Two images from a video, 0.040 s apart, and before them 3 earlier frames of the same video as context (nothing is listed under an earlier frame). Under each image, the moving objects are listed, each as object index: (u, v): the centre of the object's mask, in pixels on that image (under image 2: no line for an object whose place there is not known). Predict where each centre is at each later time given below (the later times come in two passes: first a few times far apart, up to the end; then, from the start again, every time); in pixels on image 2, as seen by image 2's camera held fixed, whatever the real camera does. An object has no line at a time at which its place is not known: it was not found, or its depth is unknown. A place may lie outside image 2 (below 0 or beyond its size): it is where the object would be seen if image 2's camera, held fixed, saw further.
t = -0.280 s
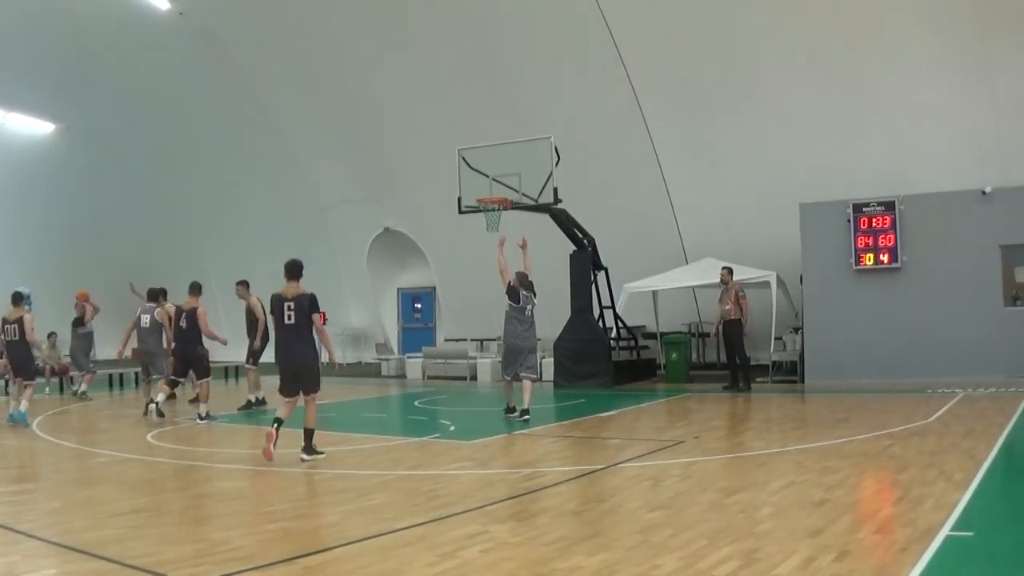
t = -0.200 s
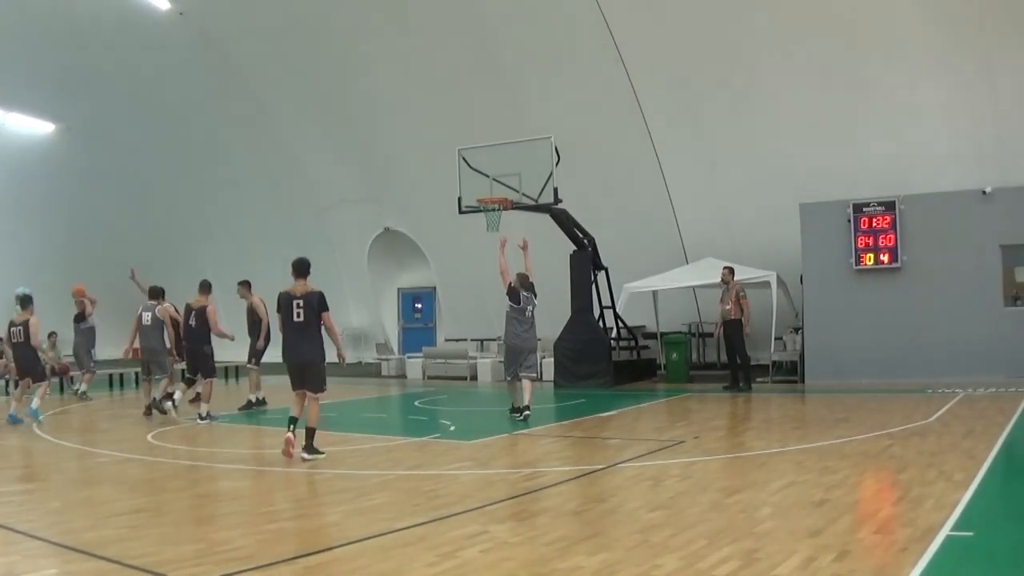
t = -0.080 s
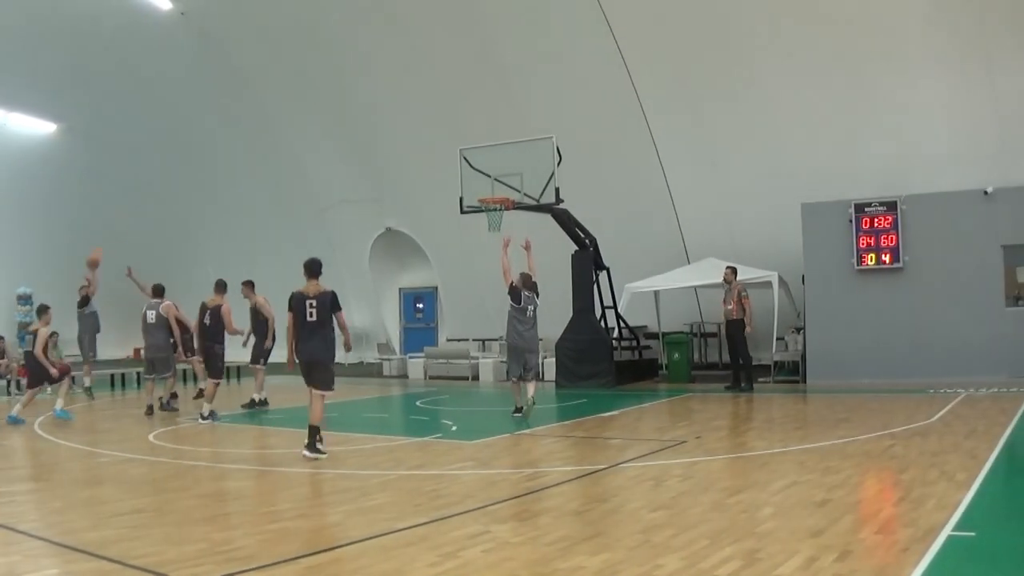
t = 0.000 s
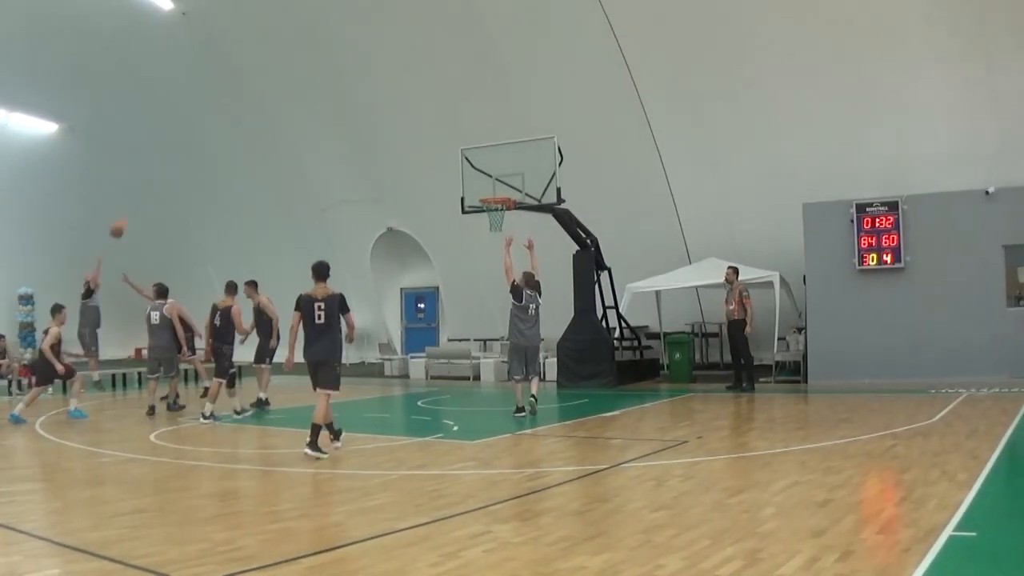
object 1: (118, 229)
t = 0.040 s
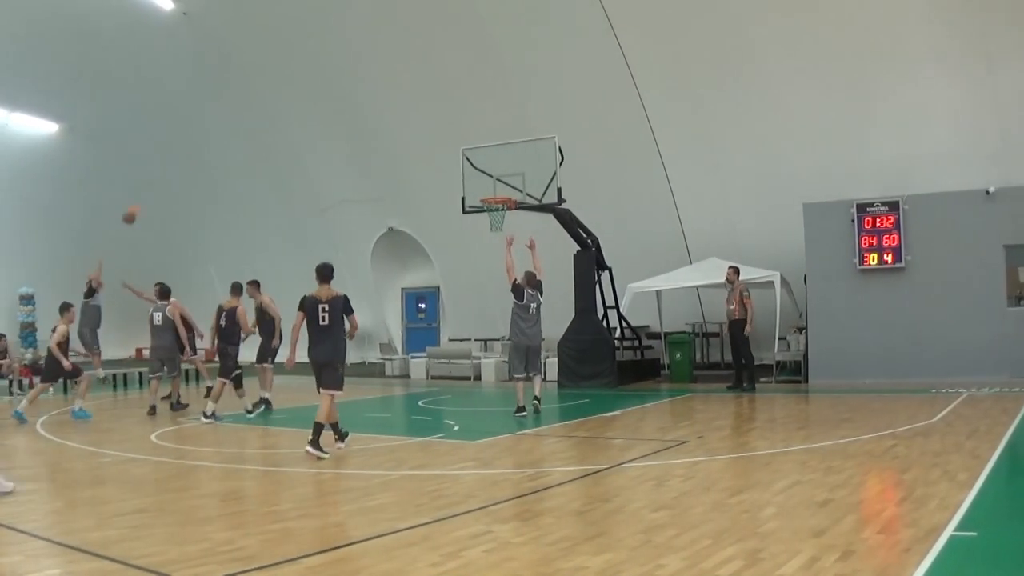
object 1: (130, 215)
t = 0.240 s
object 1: (192, 157)
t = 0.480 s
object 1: (267, 118)
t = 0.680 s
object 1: (331, 112)
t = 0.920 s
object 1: (411, 136)
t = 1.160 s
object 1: (494, 194)
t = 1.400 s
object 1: (511, 156)
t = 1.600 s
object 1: (509, 136)
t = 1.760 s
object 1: (509, 136)
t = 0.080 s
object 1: (142, 201)
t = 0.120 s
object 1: (155, 189)
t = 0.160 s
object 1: (167, 177)
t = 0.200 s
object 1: (179, 167)
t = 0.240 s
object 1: (192, 157)
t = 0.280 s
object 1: (204, 149)
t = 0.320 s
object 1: (217, 141)
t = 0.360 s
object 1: (230, 134)
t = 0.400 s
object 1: (242, 128)
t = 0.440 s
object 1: (254, 123)
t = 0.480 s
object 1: (267, 118)
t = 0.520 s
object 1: (280, 116)
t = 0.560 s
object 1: (292, 113)
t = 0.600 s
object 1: (305, 112)
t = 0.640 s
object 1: (318, 111)
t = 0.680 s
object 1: (331, 112)
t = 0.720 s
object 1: (344, 113)
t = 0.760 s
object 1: (357, 116)
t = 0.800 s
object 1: (371, 120)
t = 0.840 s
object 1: (384, 124)
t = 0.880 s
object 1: (398, 129)
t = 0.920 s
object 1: (411, 136)
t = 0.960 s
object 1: (425, 144)
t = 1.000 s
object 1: (438, 151)
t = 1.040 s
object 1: (452, 161)
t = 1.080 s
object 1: (466, 172)
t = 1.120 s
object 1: (480, 184)
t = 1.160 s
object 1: (494, 194)
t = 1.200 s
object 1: (504, 192)
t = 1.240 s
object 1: (513, 191)
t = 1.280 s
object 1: (512, 181)
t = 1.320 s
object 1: (512, 171)
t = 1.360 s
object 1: (512, 163)
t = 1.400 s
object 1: (511, 156)
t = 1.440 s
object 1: (510, 150)
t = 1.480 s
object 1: (510, 145)
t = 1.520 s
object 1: (510, 141)
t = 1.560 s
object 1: (509, 137)
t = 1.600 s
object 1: (509, 136)
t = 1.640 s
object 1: (509, 134)
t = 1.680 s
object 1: (509, 134)
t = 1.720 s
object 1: (509, 135)
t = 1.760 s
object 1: (509, 136)
